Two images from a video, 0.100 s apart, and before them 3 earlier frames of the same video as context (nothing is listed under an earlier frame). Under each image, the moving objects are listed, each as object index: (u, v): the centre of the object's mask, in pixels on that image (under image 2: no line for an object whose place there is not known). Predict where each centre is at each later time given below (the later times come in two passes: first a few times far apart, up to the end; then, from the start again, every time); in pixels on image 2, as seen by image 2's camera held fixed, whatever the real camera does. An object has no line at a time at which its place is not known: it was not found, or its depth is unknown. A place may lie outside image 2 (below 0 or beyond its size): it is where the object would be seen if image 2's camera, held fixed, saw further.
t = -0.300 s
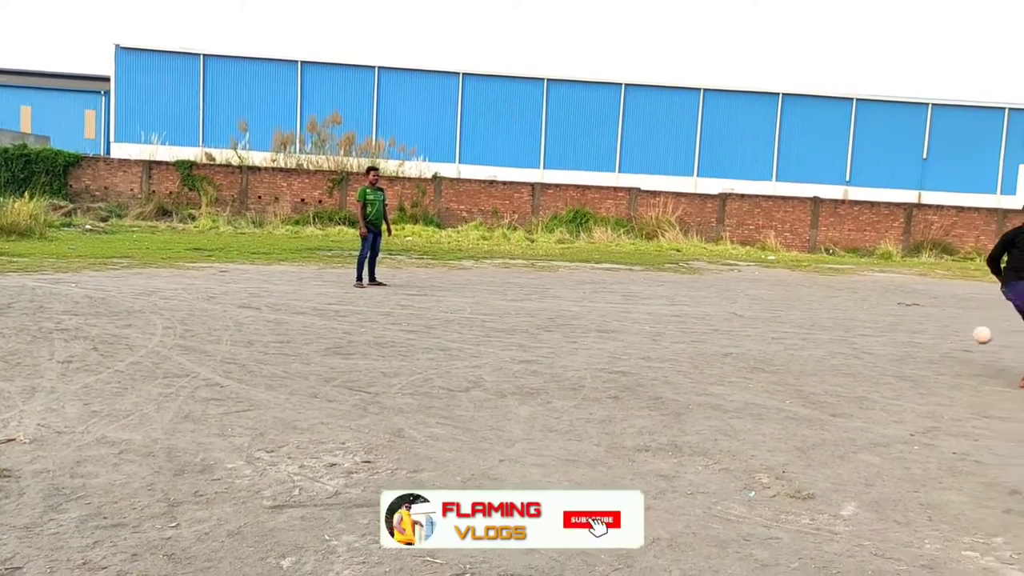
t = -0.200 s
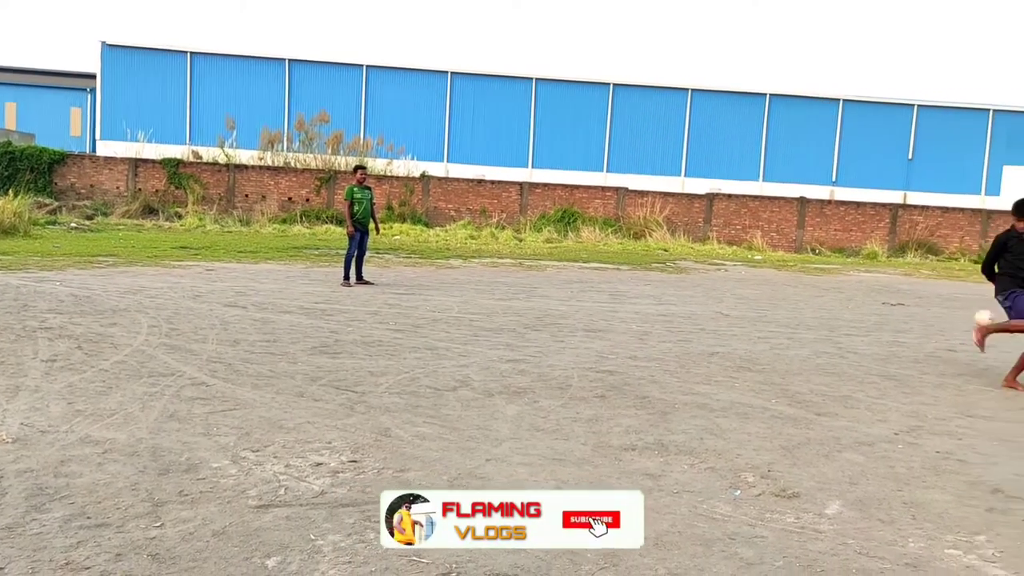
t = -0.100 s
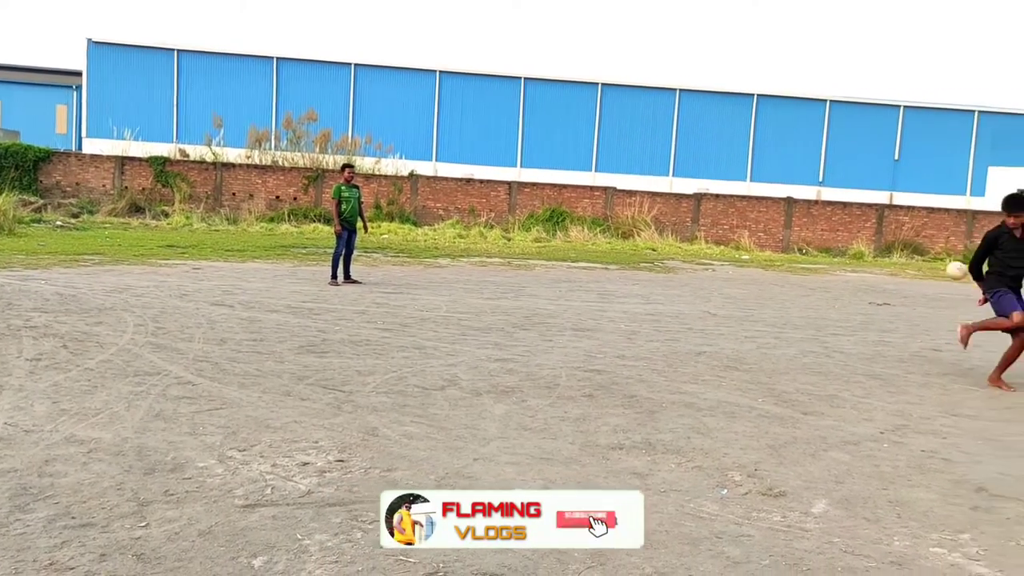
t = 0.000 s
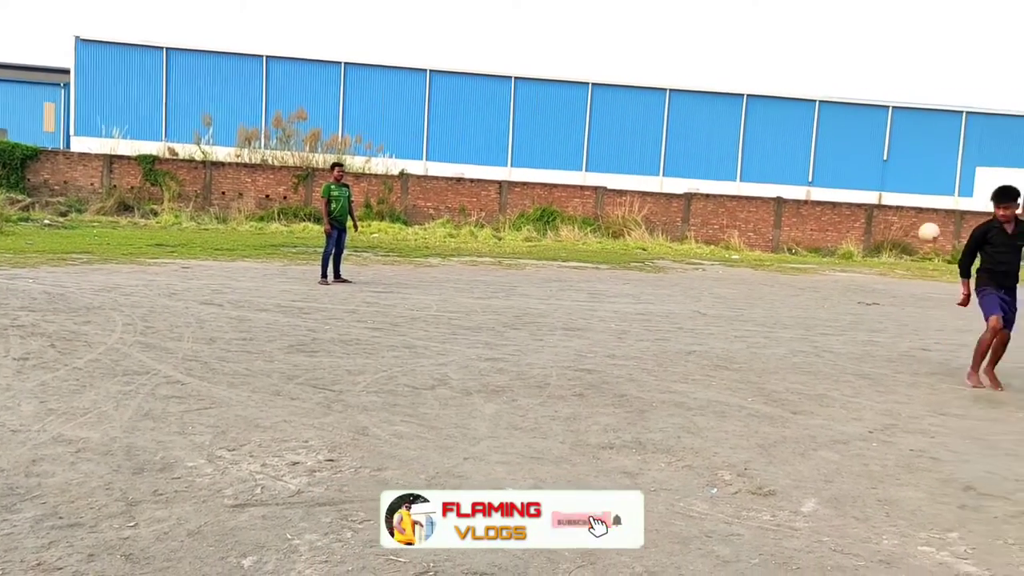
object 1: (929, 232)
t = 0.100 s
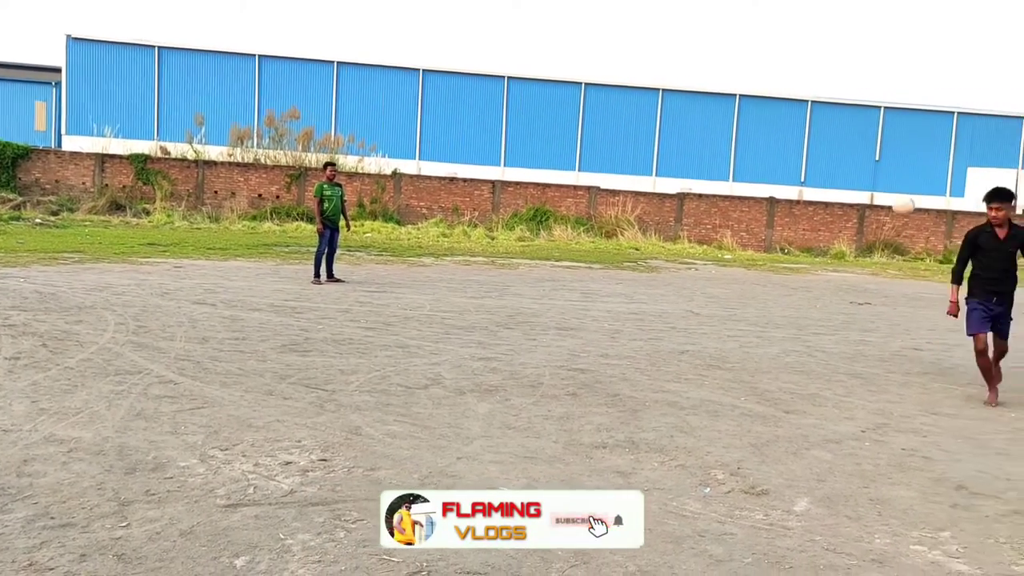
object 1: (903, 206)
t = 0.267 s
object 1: (868, 191)
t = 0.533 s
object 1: (789, 276)
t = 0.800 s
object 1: (685, 482)
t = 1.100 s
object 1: (651, 378)
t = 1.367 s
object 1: (580, 509)
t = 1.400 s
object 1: (568, 550)
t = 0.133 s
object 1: (897, 199)
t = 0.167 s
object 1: (890, 195)
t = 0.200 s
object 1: (883, 192)
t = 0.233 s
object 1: (876, 190)
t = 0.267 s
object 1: (868, 191)
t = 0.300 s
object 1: (860, 193)
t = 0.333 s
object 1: (852, 197)
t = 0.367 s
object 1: (842, 204)
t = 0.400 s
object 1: (833, 213)
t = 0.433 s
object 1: (823, 224)
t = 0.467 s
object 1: (812, 238)
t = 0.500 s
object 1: (801, 256)
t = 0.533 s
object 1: (789, 276)
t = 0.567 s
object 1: (777, 299)
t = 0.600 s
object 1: (763, 326)
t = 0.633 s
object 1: (749, 355)
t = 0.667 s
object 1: (734, 389)
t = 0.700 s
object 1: (718, 428)
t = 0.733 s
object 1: (700, 469)
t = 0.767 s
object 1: (686, 504)
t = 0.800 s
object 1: (685, 482)
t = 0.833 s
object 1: (682, 462)
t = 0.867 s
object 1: (679, 444)
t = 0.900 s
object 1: (676, 428)
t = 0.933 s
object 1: (673, 414)
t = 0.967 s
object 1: (670, 402)
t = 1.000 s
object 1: (666, 392)
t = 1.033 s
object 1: (661, 384)
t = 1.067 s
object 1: (656, 380)
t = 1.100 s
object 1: (651, 378)
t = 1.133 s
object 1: (645, 380)
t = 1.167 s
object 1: (638, 384)
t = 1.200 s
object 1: (630, 393)
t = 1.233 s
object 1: (623, 406)
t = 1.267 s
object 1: (613, 423)
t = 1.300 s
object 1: (603, 446)
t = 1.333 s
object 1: (592, 475)
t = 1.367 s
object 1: (580, 509)
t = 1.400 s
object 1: (568, 550)
